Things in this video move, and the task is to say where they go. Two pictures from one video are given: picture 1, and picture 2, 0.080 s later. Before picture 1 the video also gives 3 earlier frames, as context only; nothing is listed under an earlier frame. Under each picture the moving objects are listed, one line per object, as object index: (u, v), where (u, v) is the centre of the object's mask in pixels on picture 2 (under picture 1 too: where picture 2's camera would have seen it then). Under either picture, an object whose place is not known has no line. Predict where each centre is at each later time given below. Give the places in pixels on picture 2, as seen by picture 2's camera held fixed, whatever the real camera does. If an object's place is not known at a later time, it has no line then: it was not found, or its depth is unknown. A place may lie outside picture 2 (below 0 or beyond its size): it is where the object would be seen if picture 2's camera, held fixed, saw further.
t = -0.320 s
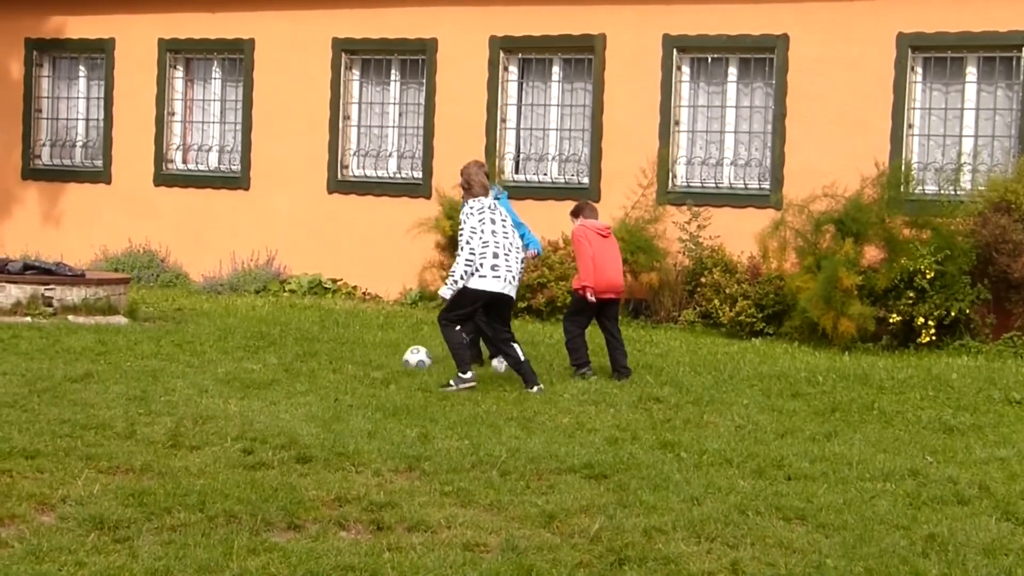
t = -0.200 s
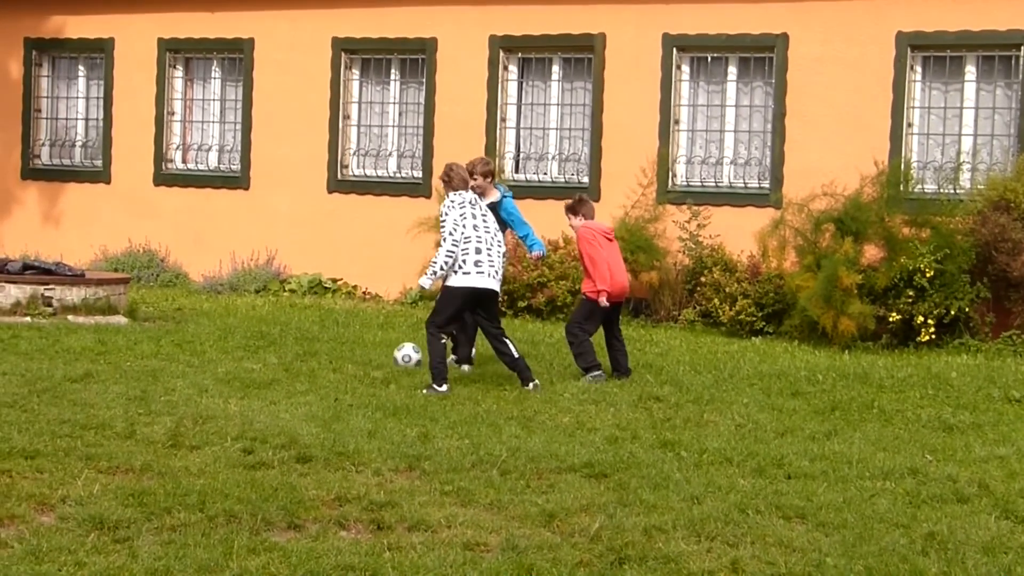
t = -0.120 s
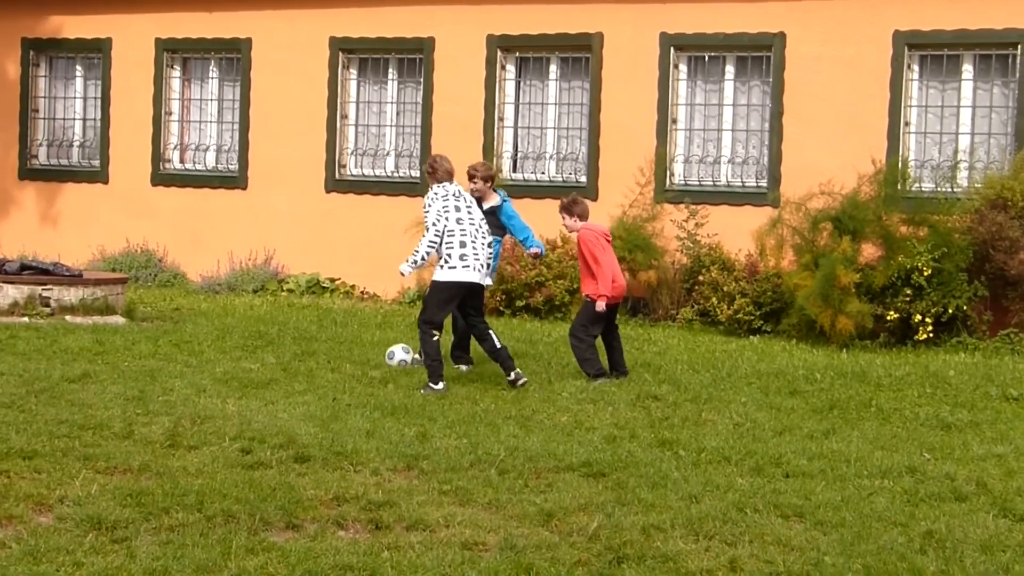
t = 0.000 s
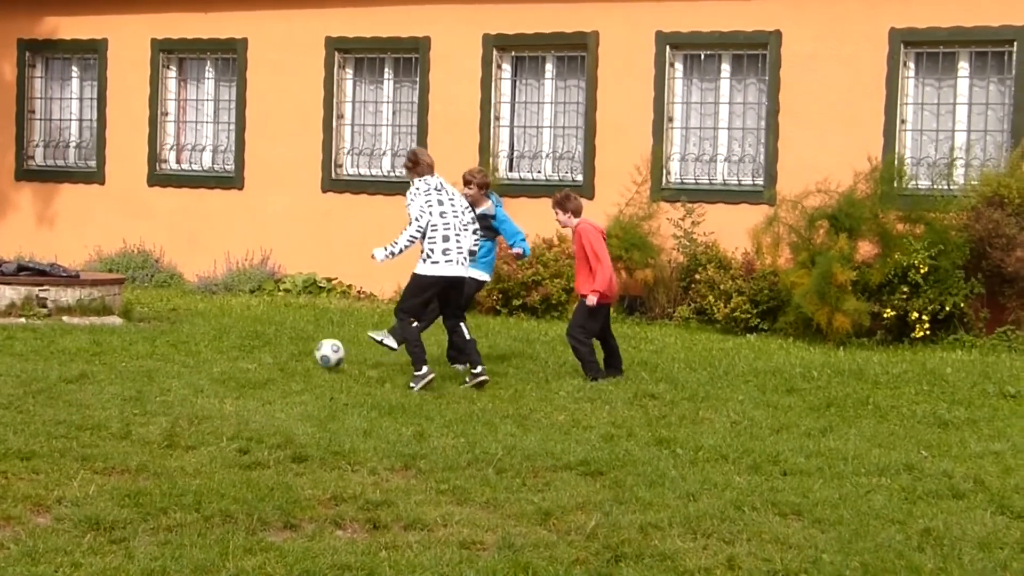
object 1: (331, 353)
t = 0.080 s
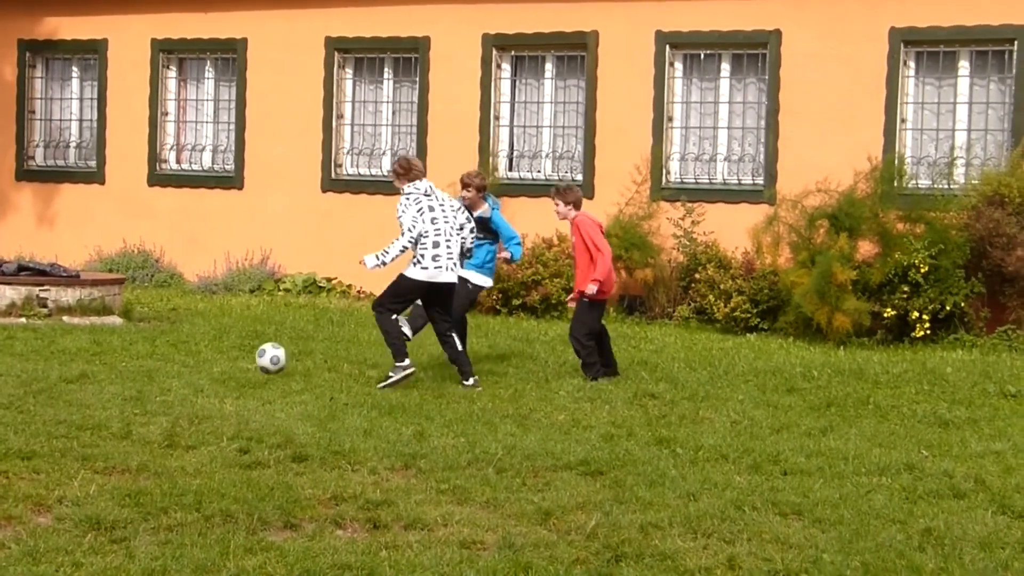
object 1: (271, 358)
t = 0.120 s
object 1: (240, 363)
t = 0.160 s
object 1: (209, 369)
